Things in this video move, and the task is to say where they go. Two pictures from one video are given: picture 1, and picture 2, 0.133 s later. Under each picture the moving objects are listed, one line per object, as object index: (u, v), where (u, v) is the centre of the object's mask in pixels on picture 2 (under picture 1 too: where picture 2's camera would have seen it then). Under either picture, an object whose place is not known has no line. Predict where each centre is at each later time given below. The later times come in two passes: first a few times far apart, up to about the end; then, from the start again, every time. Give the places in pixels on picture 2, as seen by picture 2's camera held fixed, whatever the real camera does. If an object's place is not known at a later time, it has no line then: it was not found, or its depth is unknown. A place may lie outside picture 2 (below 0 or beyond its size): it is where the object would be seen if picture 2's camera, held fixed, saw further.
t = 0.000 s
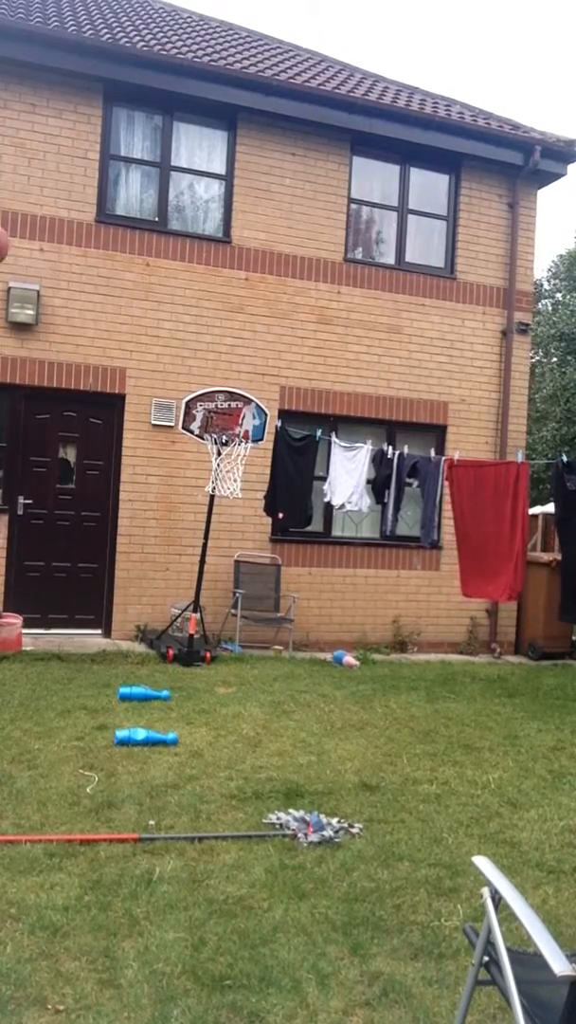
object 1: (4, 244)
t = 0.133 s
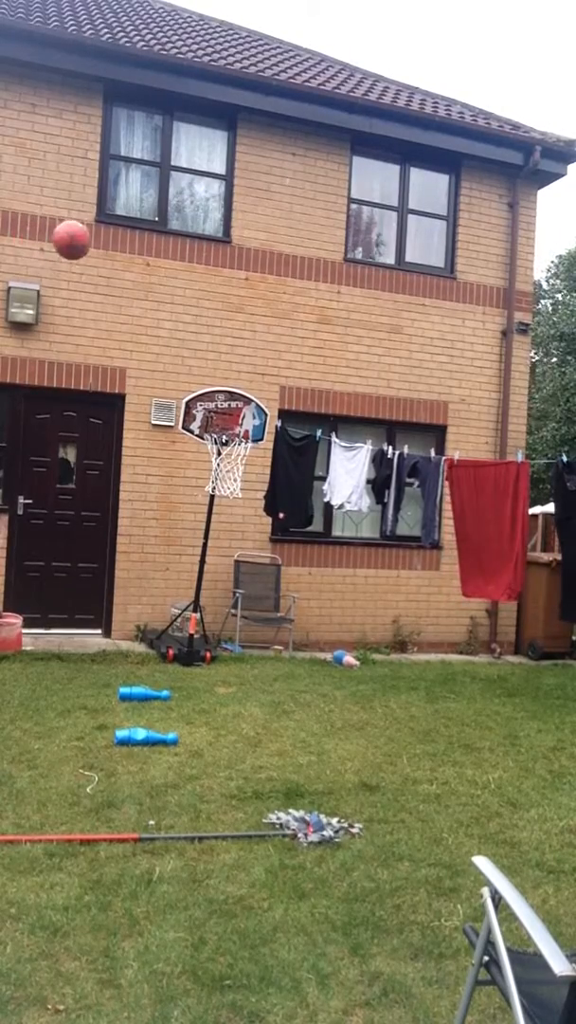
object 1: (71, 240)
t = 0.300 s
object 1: (152, 273)
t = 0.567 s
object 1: (240, 381)
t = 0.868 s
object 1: (291, 506)
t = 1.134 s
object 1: (307, 634)
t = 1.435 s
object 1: (307, 588)
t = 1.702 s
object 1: (299, 589)
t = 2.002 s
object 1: (285, 694)
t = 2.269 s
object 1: (297, 657)
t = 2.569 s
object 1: (306, 725)
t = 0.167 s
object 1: (89, 243)
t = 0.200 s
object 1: (107, 249)
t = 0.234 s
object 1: (122, 255)
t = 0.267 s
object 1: (137, 263)
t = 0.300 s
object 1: (152, 273)
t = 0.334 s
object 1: (164, 284)
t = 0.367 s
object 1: (177, 295)
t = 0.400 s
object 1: (189, 307)
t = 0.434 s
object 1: (200, 320)
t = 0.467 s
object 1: (211, 334)
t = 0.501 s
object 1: (222, 349)
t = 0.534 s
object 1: (230, 365)
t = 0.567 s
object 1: (240, 381)
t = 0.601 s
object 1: (248, 398)
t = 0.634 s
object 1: (256, 412)
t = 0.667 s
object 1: (263, 426)
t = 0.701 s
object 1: (269, 439)
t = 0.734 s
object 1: (274, 452)
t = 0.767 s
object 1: (280, 465)
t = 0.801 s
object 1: (284, 479)
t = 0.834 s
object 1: (288, 493)
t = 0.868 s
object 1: (291, 506)
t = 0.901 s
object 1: (290, 518)
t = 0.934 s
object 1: (295, 532)
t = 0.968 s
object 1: (299, 545)
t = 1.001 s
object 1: (300, 559)
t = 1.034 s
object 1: (302, 576)
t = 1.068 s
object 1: (304, 594)
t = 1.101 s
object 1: (305, 613)
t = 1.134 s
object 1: (307, 634)
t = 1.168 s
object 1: (308, 657)
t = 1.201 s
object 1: (308, 661)
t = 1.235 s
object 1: (309, 646)
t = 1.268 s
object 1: (309, 634)
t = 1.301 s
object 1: (308, 622)
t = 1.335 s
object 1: (307, 611)
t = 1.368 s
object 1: (307, 603)
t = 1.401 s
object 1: (307, 594)
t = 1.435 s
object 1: (307, 588)
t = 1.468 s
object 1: (306, 584)
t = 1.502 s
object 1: (306, 580)
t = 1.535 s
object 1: (305, 578)
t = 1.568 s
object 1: (304, 577)
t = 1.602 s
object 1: (303, 578)
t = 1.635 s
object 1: (302, 580)
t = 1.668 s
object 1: (301, 584)
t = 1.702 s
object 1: (299, 589)
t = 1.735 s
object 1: (298, 597)
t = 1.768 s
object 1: (296, 606)
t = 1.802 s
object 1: (294, 616)
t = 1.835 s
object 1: (292, 630)
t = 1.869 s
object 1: (290, 644)
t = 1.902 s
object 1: (289, 660)
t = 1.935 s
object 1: (286, 678)
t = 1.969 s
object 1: (284, 698)
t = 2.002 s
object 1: (285, 694)
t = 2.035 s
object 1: (287, 682)
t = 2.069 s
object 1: (289, 673)
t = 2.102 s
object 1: (290, 667)
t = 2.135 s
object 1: (292, 661)
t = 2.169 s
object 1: (294, 657)
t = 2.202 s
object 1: (295, 655)
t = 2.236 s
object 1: (296, 656)
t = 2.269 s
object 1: (297, 657)
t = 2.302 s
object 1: (299, 660)
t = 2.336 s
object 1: (300, 666)
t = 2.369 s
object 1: (301, 673)
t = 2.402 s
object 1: (302, 683)
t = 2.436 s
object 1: (303, 694)
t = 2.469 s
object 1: (303, 708)
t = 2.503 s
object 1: (304, 725)
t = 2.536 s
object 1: (305, 729)
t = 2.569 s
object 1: (306, 725)
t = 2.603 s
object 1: (307, 721)
